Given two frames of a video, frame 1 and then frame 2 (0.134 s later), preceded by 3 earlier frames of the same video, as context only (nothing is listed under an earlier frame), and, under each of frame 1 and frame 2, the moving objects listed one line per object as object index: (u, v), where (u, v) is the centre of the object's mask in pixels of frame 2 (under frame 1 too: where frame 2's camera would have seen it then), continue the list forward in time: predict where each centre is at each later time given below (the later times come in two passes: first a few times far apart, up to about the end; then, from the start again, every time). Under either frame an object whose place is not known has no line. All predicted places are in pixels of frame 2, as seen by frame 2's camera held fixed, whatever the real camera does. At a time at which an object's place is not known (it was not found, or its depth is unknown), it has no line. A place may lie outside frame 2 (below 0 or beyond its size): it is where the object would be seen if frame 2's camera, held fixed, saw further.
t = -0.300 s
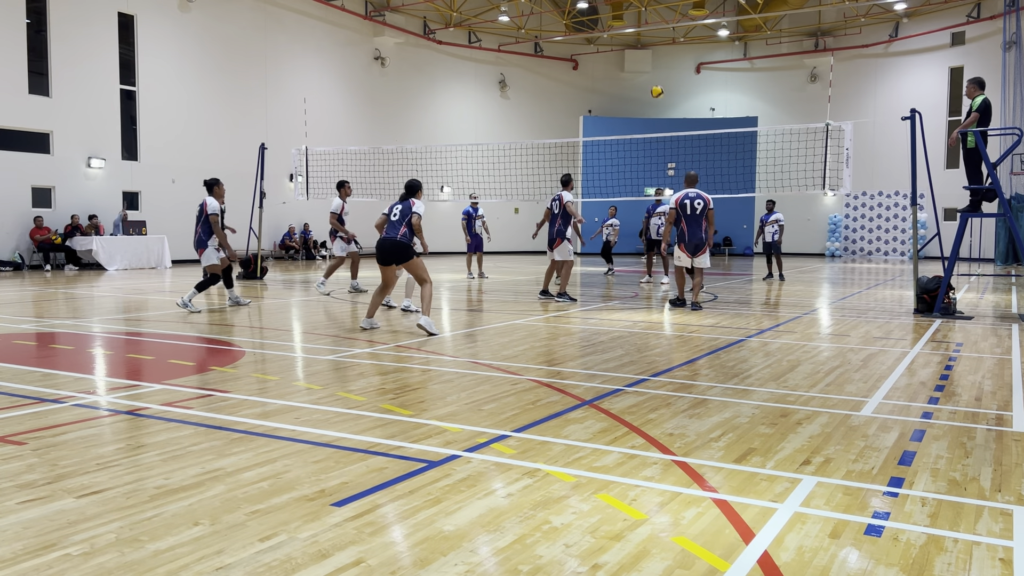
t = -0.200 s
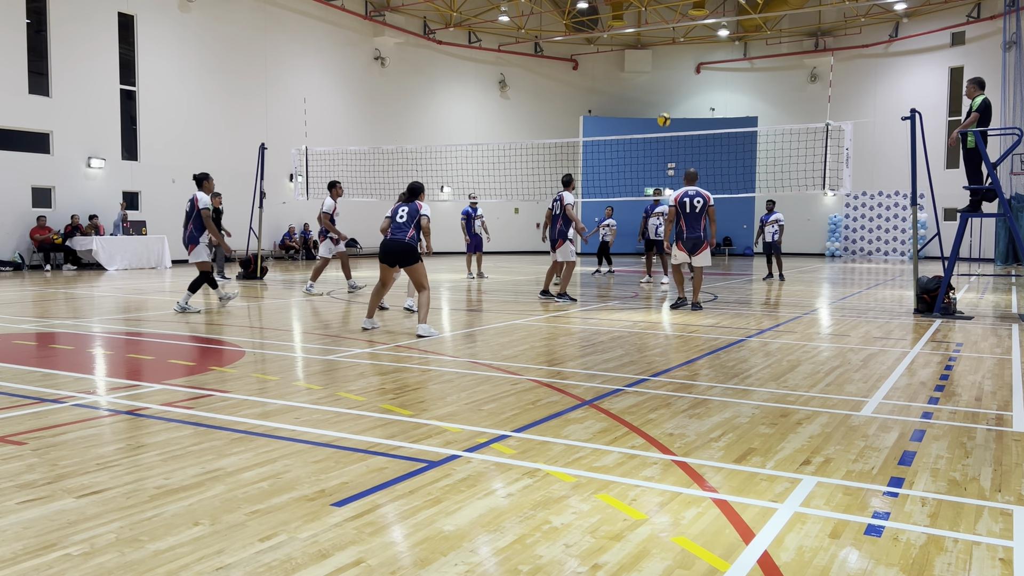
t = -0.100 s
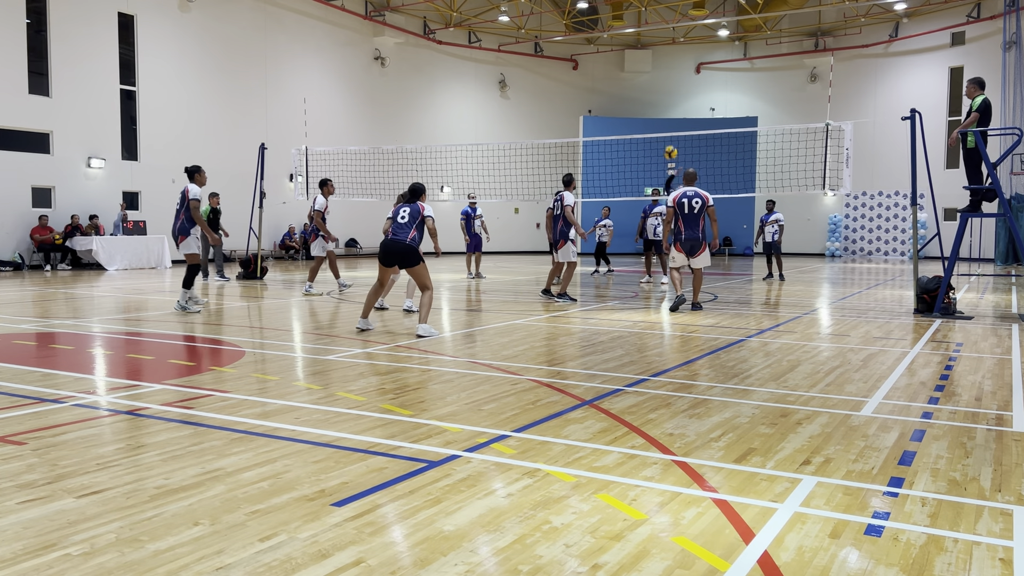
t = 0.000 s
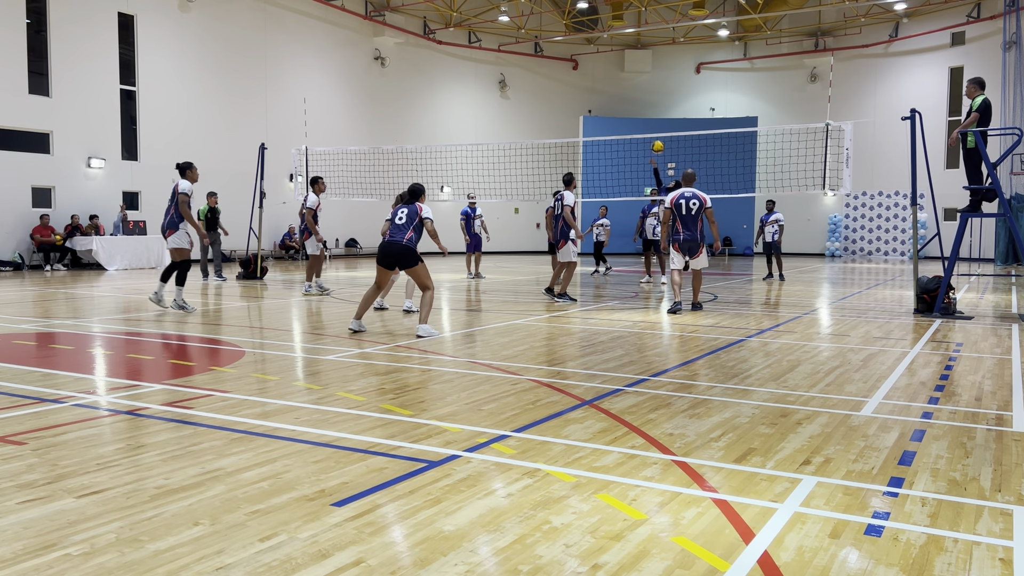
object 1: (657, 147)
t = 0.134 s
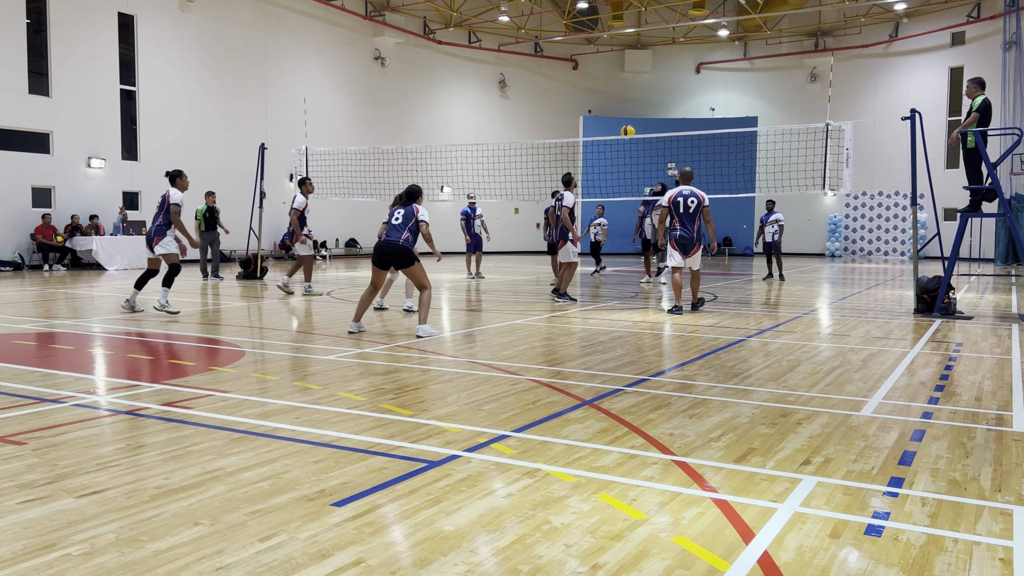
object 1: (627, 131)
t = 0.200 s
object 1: (614, 126)
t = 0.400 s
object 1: (571, 125)
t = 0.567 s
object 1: (532, 147)
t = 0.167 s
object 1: (621, 129)
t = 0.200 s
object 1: (614, 126)
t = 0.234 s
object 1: (607, 124)
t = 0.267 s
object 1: (600, 122)
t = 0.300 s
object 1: (593, 121)
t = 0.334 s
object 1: (586, 121)
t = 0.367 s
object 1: (578, 123)
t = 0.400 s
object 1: (571, 125)
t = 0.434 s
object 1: (563, 128)
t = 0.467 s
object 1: (556, 131)
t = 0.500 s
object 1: (548, 135)
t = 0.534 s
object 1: (540, 141)
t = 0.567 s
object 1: (532, 147)
